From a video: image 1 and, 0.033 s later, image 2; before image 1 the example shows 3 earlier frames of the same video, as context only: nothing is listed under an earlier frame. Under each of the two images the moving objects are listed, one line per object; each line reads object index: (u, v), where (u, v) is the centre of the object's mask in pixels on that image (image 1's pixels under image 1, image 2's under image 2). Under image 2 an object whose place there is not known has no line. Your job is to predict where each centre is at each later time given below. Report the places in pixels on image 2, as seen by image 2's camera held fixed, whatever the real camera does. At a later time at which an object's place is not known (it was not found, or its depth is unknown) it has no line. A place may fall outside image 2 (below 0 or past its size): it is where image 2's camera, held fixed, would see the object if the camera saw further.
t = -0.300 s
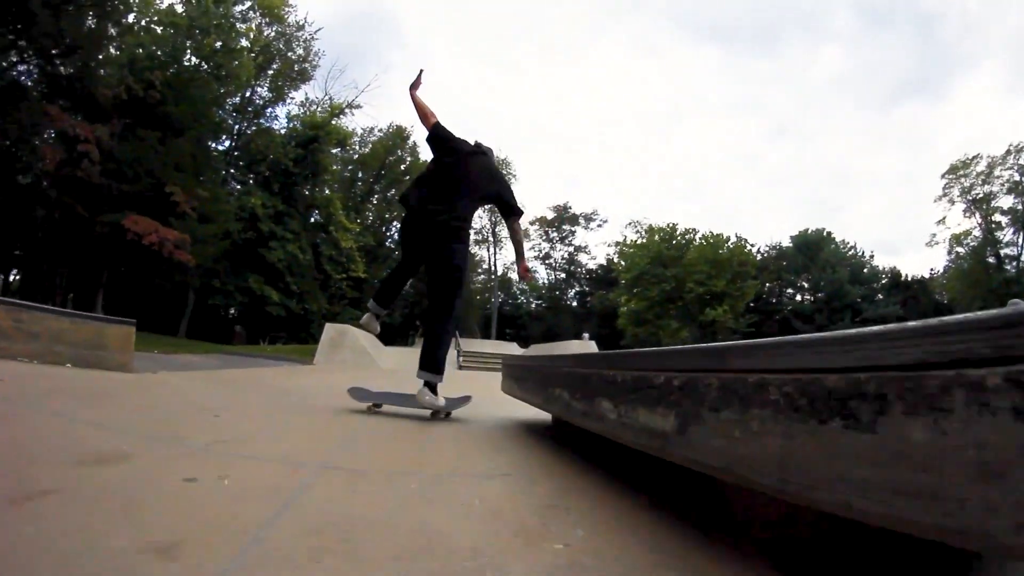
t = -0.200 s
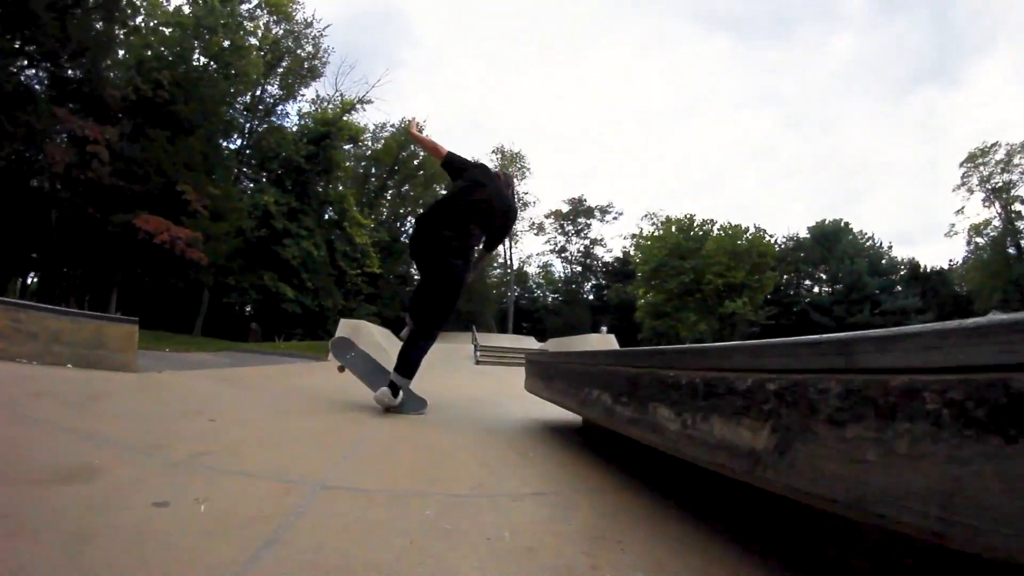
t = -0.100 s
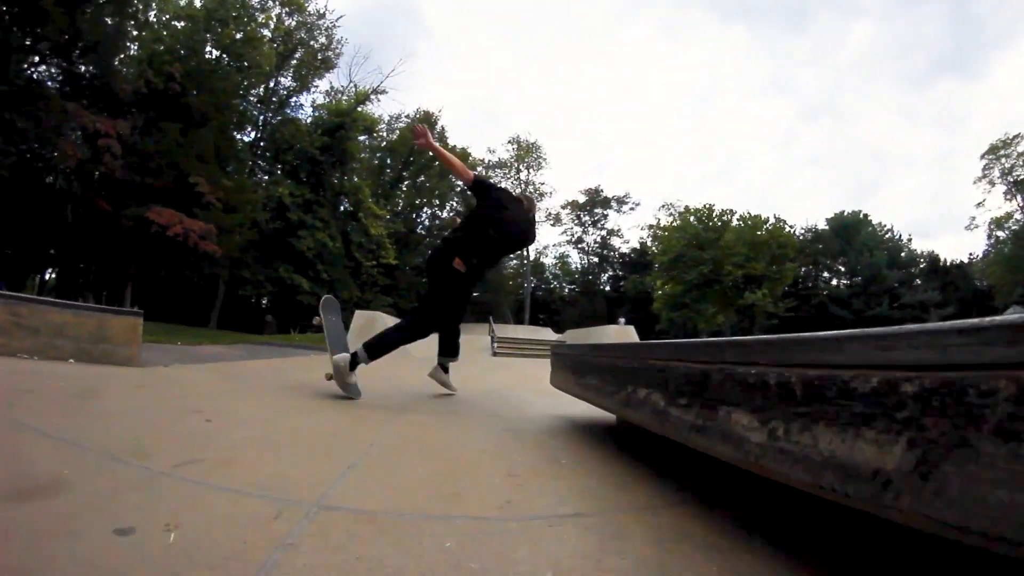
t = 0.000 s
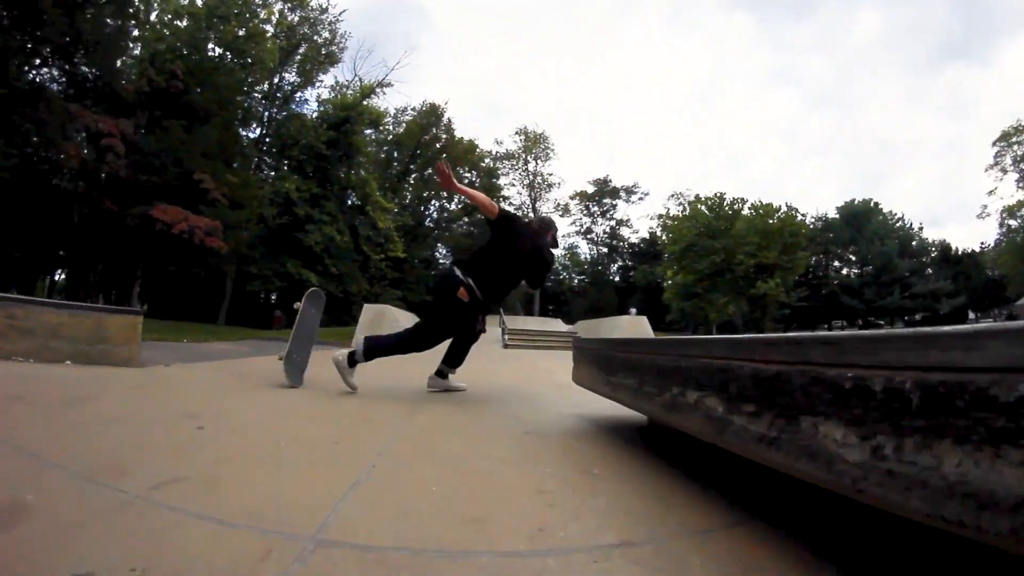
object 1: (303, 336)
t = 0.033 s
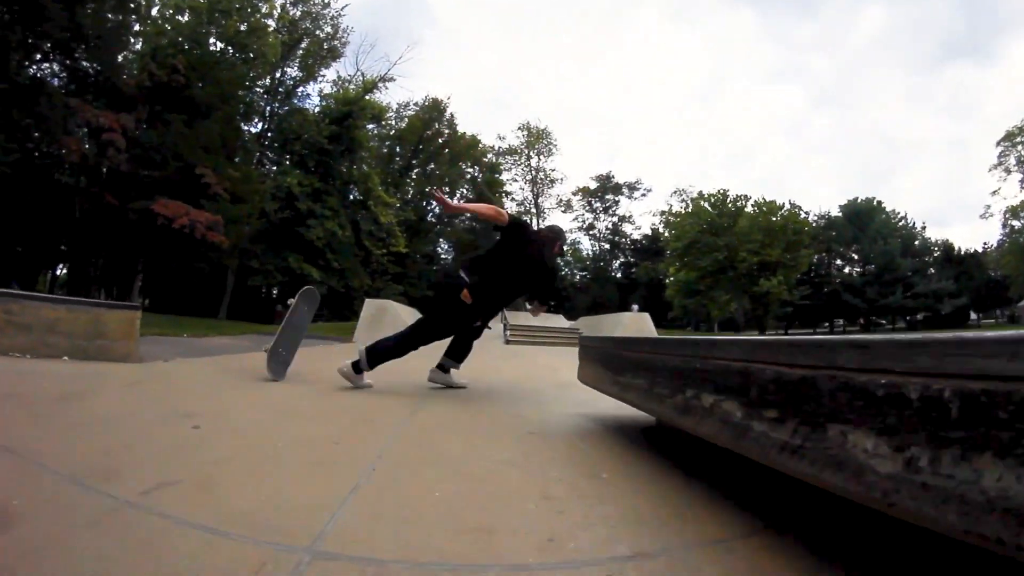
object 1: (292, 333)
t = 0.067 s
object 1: (283, 331)
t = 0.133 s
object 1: (267, 332)
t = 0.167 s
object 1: (258, 334)
